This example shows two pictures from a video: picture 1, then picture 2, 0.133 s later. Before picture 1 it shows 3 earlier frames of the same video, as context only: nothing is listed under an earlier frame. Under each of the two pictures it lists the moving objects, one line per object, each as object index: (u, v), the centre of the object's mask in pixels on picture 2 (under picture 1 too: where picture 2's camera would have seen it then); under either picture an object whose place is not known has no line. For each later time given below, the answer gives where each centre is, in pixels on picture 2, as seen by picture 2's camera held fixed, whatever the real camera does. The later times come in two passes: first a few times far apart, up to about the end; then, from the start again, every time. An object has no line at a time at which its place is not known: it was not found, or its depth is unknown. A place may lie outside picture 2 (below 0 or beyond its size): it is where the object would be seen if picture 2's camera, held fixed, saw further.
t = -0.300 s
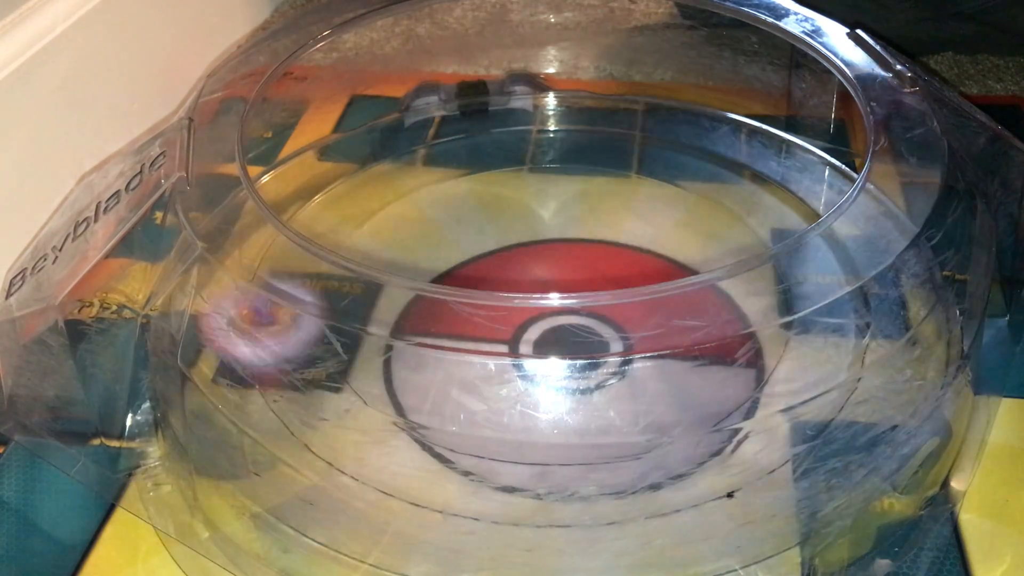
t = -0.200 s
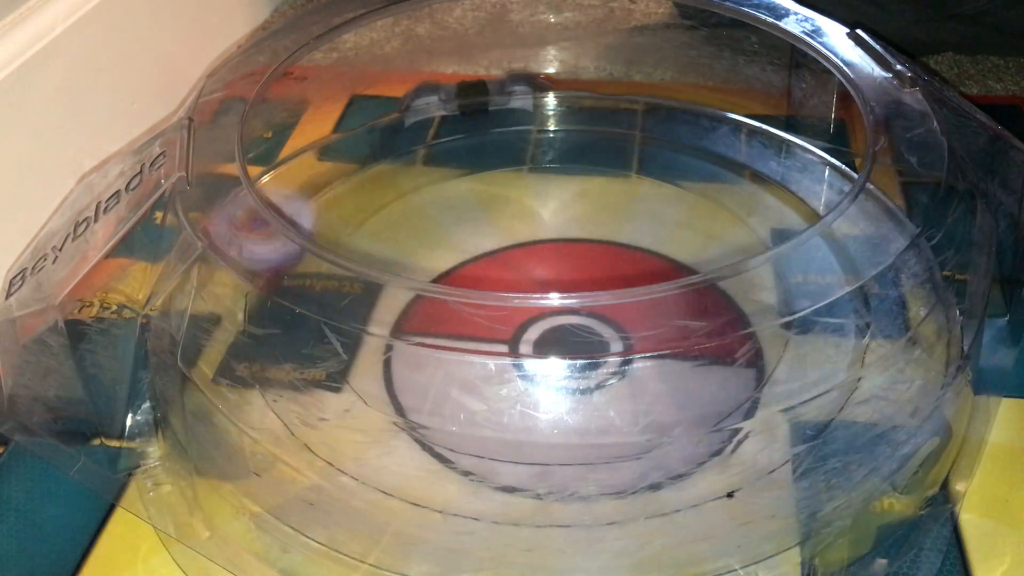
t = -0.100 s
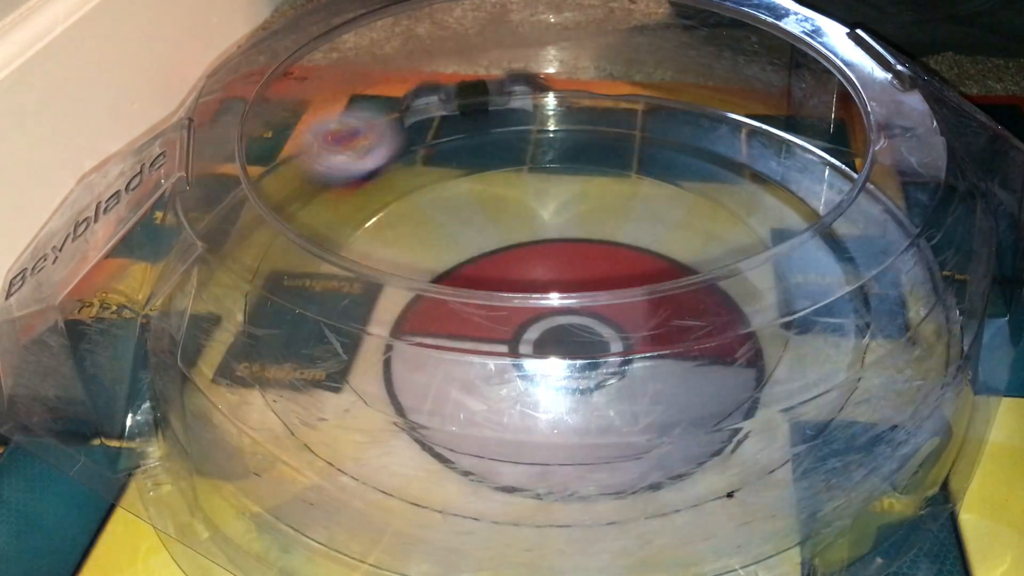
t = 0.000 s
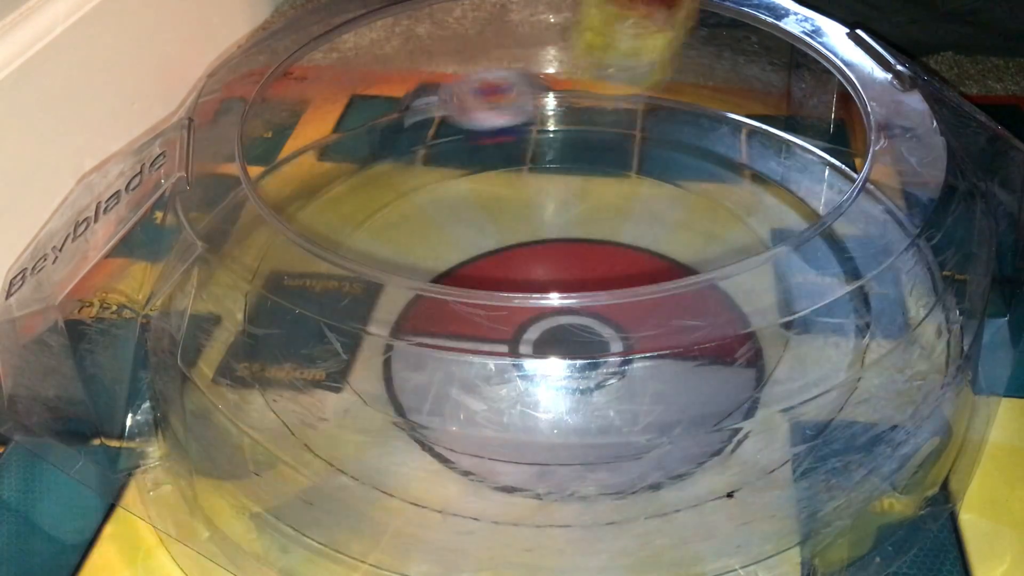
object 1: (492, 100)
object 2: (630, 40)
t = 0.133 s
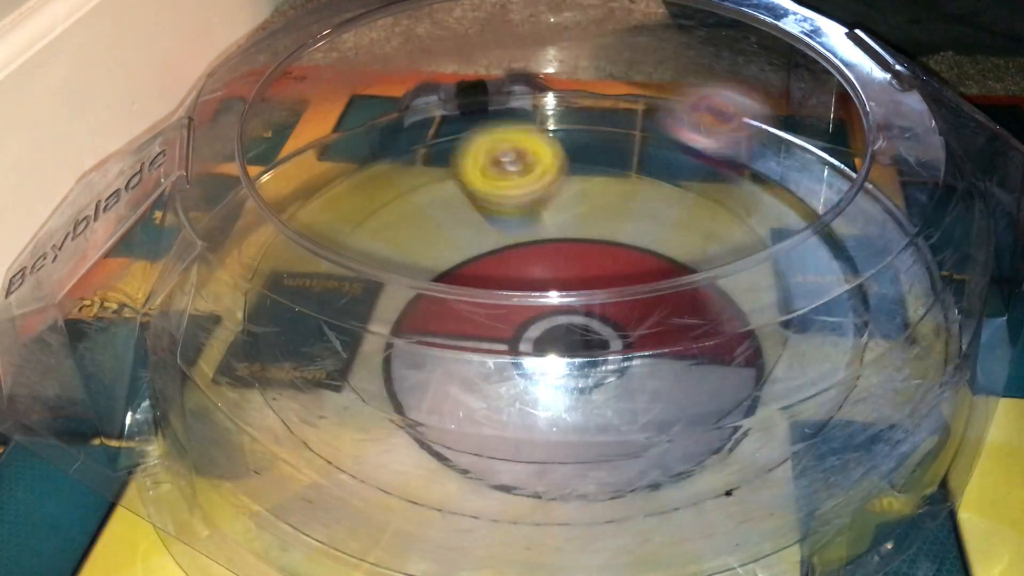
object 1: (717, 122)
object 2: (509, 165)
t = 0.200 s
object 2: (472, 155)
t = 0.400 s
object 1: (758, 409)
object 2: (461, 292)
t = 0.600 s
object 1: (383, 430)
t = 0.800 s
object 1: (249, 254)
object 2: (713, 177)
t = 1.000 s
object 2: (526, 164)
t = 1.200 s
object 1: (730, 125)
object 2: (382, 300)
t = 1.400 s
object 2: (566, 453)
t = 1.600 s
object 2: (591, 467)
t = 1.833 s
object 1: (623, 268)
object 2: (436, 382)
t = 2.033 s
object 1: (568, 190)
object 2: (490, 326)
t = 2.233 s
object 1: (555, 161)
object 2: (544, 250)
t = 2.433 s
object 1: (573, 93)
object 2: (470, 303)
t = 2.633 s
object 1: (558, 120)
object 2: (566, 321)
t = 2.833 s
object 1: (508, 170)
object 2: (572, 258)
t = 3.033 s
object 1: (430, 188)
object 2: (527, 265)
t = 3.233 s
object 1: (400, 216)
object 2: (544, 274)
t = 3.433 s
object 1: (422, 278)
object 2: (569, 263)
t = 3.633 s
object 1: (504, 326)
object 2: (532, 254)
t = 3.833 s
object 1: (594, 332)
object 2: (520, 266)
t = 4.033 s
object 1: (665, 314)
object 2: (558, 266)
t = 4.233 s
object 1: (673, 254)
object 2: (555, 248)
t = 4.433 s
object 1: (629, 224)
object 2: (538, 264)
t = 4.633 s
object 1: (558, 205)
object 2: (577, 271)
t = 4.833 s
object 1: (490, 218)
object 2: (581, 259)
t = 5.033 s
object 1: (430, 239)
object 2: (551, 265)
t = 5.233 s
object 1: (397, 272)
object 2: (570, 275)
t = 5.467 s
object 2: (571, 268)
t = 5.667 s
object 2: (560, 246)
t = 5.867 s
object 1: (590, 333)
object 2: (517, 249)
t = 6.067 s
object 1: (650, 297)
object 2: (521, 269)
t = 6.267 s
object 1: (680, 266)
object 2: (550, 266)
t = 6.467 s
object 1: (668, 234)
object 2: (527, 250)
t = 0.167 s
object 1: (764, 145)
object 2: (490, 146)
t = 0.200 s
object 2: (472, 155)
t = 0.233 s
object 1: (829, 205)
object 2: (454, 174)
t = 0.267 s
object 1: (854, 250)
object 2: (436, 215)
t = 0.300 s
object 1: (850, 296)
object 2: (424, 266)
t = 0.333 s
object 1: (836, 336)
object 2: (429, 278)
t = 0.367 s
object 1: (798, 381)
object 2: (444, 278)
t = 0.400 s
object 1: (758, 409)
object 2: (461, 292)
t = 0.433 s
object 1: (706, 440)
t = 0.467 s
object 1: (626, 457)
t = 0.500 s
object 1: (571, 459)
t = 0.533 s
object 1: (504, 460)
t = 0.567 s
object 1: (442, 448)
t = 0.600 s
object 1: (383, 430)
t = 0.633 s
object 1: (337, 403)
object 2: (689, 264)
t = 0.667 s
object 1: (300, 375)
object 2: (716, 250)
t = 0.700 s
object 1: (279, 344)
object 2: (731, 235)
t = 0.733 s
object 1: (260, 316)
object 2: (738, 219)
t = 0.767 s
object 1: (252, 284)
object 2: (730, 199)
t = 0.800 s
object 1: (249, 254)
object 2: (713, 177)
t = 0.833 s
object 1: (259, 224)
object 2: (692, 162)
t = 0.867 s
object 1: (281, 195)
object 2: (665, 153)
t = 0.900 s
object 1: (310, 169)
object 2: (634, 148)
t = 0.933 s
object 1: (350, 144)
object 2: (601, 148)
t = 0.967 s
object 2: (564, 150)
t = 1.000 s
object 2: (526, 164)
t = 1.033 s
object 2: (492, 171)
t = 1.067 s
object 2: (459, 190)
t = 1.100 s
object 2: (428, 213)
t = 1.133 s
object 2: (406, 237)
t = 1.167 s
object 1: (682, 111)
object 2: (391, 270)
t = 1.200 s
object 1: (730, 125)
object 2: (382, 300)
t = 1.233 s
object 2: (389, 329)
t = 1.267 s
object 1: (804, 173)
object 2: (407, 360)
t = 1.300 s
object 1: (813, 194)
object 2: (436, 387)
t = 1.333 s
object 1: (859, 244)
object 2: (479, 410)
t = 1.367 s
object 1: (857, 282)
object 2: (527, 434)
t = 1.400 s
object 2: (566, 453)
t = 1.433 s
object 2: (603, 462)
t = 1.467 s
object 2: (639, 456)
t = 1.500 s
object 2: (653, 464)
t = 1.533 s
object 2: (637, 487)
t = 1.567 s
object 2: (615, 474)
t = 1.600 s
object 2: (591, 467)
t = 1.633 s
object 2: (568, 454)
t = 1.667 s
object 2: (542, 438)
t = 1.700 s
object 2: (519, 427)
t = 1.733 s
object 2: (496, 424)
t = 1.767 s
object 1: (644, 304)
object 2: (474, 401)
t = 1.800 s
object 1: (632, 290)
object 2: (455, 390)
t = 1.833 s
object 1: (623, 268)
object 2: (436, 382)
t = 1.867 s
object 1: (610, 259)
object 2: (430, 370)
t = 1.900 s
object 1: (598, 249)
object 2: (434, 357)
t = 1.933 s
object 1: (587, 231)
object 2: (443, 346)
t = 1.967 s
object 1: (579, 217)
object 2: (455, 339)
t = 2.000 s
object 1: (573, 202)
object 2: (473, 328)
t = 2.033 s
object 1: (568, 190)
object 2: (490, 326)
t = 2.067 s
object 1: (564, 180)
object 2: (507, 321)
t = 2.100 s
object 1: (560, 172)
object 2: (521, 314)
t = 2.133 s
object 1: (558, 168)
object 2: (533, 294)
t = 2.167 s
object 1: (556, 164)
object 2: (541, 284)
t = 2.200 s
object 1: (555, 161)
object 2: (545, 260)
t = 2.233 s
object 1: (555, 161)
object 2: (544, 250)
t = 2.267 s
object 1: (555, 158)
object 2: (537, 240)
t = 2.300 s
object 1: (561, 136)
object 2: (518, 243)
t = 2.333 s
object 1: (568, 118)
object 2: (501, 249)
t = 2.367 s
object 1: (574, 105)
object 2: (479, 279)
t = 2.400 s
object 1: (574, 95)
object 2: (470, 291)
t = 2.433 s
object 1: (573, 93)
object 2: (470, 303)
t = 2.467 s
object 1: (573, 93)
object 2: (476, 307)
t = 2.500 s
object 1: (573, 99)
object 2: (489, 319)
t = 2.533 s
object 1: (572, 104)
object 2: (508, 322)
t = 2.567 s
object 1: (570, 110)
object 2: (529, 324)
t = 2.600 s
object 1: (565, 114)
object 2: (549, 323)
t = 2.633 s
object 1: (558, 120)
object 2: (566, 321)
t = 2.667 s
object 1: (550, 123)
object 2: (580, 309)
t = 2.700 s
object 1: (540, 128)
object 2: (589, 292)
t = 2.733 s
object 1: (531, 137)
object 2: (588, 274)
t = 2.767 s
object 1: (523, 149)
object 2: (589, 269)
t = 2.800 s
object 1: (515, 158)
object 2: (583, 265)
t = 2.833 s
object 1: (508, 170)
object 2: (572, 258)
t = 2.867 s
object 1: (500, 182)
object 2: (559, 252)
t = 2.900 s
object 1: (486, 190)
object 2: (551, 251)
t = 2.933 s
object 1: (469, 190)
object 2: (547, 254)
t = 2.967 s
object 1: (454, 189)
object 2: (540, 259)
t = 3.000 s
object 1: (441, 188)
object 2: (532, 263)
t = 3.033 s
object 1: (430, 188)
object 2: (527, 265)
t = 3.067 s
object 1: (422, 190)
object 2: (524, 267)
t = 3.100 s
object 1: (415, 192)
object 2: (525, 269)
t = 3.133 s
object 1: (409, 196)
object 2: (527, 271)
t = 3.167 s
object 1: (405, 201)
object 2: (531, 273)
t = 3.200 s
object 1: (402, 207)
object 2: (537, 274)
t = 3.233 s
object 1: (400, 216)
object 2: (544, 274)
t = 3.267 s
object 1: (400, 225)
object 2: (552, 274)
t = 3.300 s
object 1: (401, 235)
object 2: (558, 273)
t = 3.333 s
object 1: (404, 243)
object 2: (563, 271)
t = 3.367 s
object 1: (408, 250)
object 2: (567, 269)
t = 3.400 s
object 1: (413, 266)
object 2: (568, 266)
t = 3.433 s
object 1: (422, 278)
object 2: (569, 263)
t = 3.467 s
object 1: (433, 286)
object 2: (565, 259)
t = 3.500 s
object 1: (447, 297)
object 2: (561, 256)
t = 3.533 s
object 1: (460, 307)
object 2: (555, 254)
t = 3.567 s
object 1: (473, 310)
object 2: (547, 253)
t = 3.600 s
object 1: (489, 324)
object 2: (540, 253)
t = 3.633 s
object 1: (504, 326)
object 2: (532, 254)
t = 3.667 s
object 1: (519, 328)
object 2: (526, 257)
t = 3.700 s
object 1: (535, 330)
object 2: (522, 259)
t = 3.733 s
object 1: (551, 332)
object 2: (519, 260)
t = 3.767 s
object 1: (566, 333)
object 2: (518, 262)
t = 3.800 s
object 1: (579, 333)
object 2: (518, 264)
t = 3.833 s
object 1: (594, 332)
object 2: (520, 266)
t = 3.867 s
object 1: (609, 330)
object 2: (525, 267)
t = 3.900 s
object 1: (621, 327)
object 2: (531, 268)
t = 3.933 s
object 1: (634, 324)
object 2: (538, 269)
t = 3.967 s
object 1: (645, 322)
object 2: (545, 268)
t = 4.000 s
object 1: (656, 319)
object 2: (552, 267)
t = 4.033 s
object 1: (665, 314)
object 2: (558, 266)
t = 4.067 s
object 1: (670, 301)
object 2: (563, 263)
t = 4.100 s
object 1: (674, 294)
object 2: (566, 260)
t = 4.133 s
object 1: (678, 286)
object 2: (567, 256)
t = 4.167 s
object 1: (679, 277)
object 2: (565, 252)
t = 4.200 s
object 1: (679, 268)
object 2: (560, 250)
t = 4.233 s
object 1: (673, 254)
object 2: (555, 248)
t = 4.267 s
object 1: (668, 250)
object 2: (549, 249)
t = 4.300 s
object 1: (664, 245)
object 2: (545, 249)
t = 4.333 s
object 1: (657, 240)
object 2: (540, 253)
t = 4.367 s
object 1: (649, 234)
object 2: (537, 256)
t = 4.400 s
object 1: (639, 228)
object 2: (536, 260)
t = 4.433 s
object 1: (629, 224)
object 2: (538, 264)
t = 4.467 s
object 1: (618, 219)
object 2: (542, 267)
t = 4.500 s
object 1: (607, 214)
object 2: (547, 269)
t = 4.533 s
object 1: (595, 210)
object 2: (554, 271)
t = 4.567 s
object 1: (583, 206)
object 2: (561, 271)
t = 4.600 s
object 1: (571, 205)
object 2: (569, 271)
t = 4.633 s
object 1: (558, 205)
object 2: (577, 271)
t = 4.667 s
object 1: (547, 205)
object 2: (583, 269)
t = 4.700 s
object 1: (533, 207)
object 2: (587, 267)
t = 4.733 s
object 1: (521, 208)
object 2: (588, 265)
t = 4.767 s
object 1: (509, 210)
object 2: (588, 264)
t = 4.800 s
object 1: (498, 213)
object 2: (585, 261)
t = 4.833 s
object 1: (490, 218)
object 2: (581, 259)
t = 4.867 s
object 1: (480, 222)
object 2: (575, 257)
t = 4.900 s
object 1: (469, 227)
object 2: (568, 256)
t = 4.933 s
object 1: (459, 228)
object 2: (562, 256)
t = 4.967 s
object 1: (451, 233)
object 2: (556, 258)
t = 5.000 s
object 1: (441, 237)
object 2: (552, 262)
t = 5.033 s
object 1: (430, 239)
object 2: (551, 265)
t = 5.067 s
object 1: (421, 242)
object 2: (552, 268)
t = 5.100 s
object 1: (413, 246)
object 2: (554, 270)
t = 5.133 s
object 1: (408, 249)
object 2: (556, 272)
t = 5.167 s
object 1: (403, 257)
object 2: (561, 273)
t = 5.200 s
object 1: (398, 264)
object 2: (565, 274)
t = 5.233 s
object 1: (397, 272)
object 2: (570, 275)
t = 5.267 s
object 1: (399, 280)
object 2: (574, 274)
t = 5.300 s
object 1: (404, 287)
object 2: (577, 274)
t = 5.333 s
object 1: (411, 293)
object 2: (579, 273)
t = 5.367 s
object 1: (421, 301)
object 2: (579, 272)
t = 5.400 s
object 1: (431, 317)
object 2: (578, 271)
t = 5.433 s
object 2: (575, 269)
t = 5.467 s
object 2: (571, 268)
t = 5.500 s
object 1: (482, 324)
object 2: (565, 267)
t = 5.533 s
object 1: (492, 338)
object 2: (565, 265)
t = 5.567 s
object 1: (497, 339)
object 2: (568, 258)
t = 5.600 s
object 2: (568, 252)
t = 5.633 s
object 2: (566, 249)
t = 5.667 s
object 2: (560, 246)
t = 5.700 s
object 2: (553, 244)
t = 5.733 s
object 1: (551, 347)
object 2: (546, 243)
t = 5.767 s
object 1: (562, 348)
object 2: (538, 241)
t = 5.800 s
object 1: (570, 349)
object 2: (529, 243)
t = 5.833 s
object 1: (577, 346)
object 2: (522, 246)
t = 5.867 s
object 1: (590, 333)
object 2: (517, 249)
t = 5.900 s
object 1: (601, 334)
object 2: (513, 254)
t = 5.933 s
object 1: (609, 324)
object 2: (513, 260)
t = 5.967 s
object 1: (617, 313)
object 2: (516, 265)
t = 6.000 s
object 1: (625, 307)
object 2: (520, 268)
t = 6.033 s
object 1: (640, 301)
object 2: (519, 268)
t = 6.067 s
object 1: (650, 297)
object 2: (521, 269)
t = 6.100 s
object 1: (660, 291)
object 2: (525, 270)
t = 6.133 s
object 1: (667, 287)
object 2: (530, 270)
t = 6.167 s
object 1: (673, 281)
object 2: (535, 269)
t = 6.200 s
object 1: (677, 276)
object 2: (541, 269)
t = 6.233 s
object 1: (679, 270)
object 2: (545, 267)
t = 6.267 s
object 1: (680, 266)
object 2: (550, 266)
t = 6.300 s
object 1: (675, 254)
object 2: (553, 263)
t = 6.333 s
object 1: (672, 250)
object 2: (555, 260)
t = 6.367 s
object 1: (666, 247)
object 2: (555, 258)
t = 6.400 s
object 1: (661, 244)
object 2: (551, 254)
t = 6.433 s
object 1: (665, 237)
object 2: (537, 251)
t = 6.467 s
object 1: (668, 234)
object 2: (527, 250)
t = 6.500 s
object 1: (668, 232)
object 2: (518, 249)
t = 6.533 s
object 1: (667, 231)
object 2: (509, 251)
